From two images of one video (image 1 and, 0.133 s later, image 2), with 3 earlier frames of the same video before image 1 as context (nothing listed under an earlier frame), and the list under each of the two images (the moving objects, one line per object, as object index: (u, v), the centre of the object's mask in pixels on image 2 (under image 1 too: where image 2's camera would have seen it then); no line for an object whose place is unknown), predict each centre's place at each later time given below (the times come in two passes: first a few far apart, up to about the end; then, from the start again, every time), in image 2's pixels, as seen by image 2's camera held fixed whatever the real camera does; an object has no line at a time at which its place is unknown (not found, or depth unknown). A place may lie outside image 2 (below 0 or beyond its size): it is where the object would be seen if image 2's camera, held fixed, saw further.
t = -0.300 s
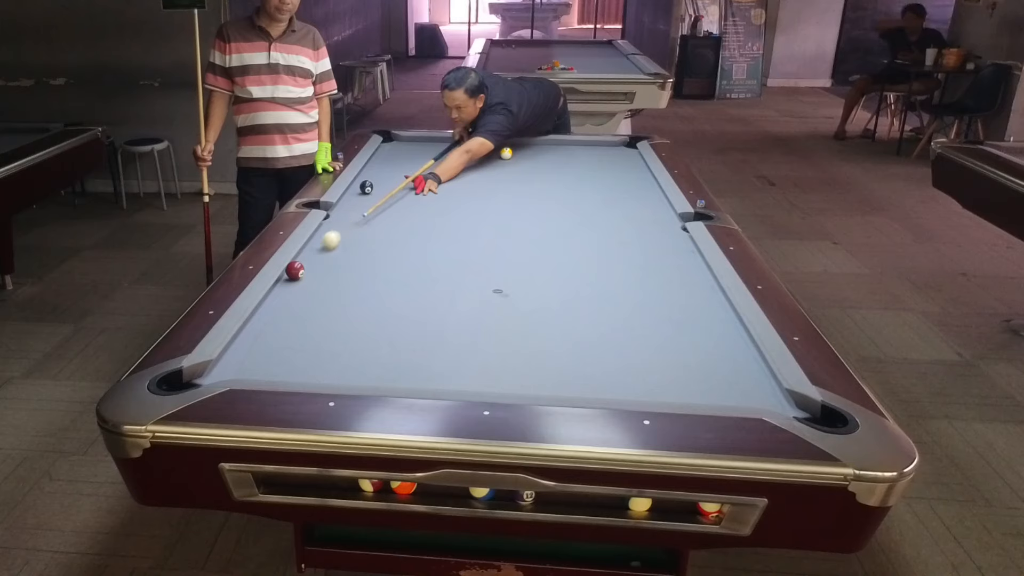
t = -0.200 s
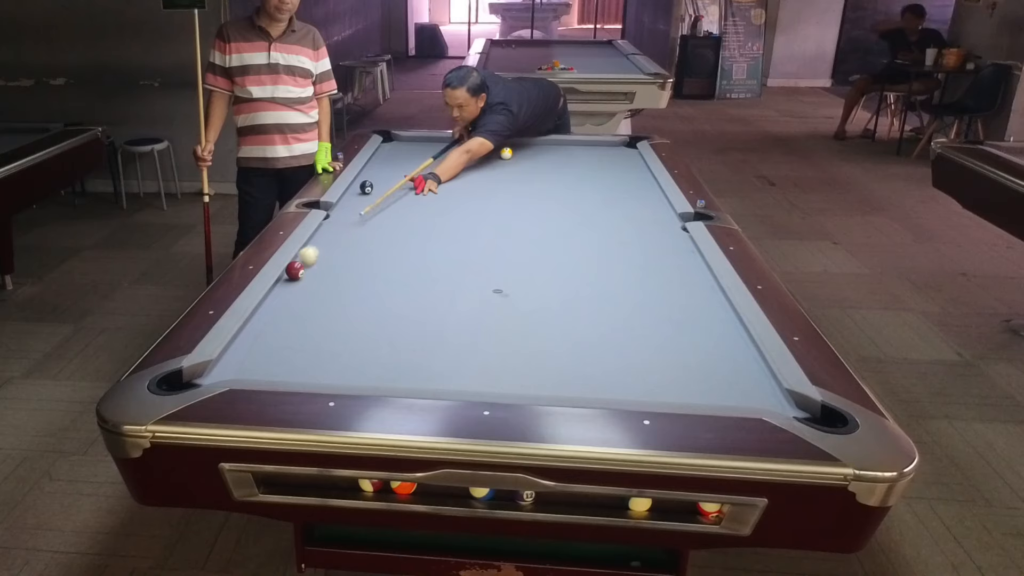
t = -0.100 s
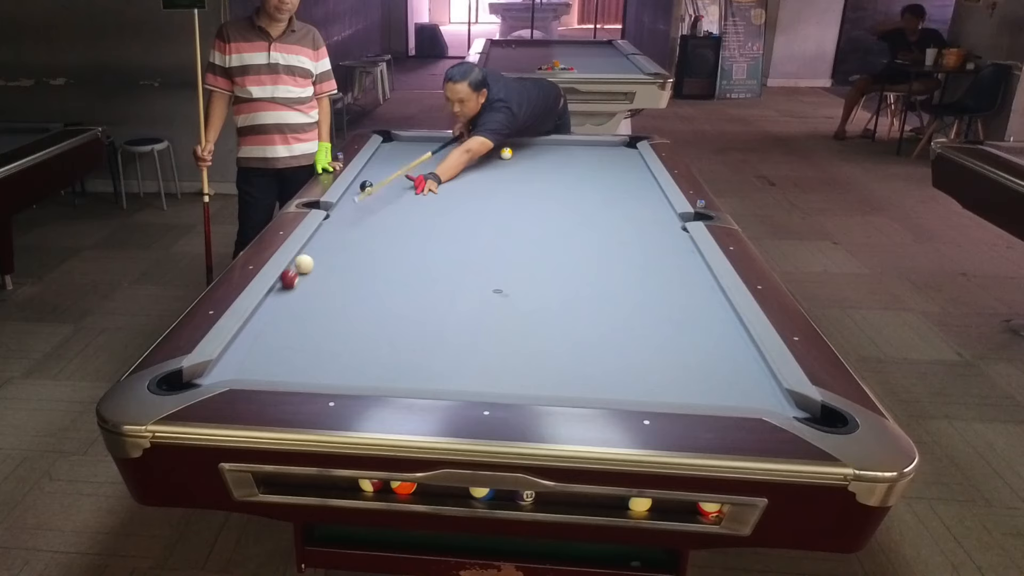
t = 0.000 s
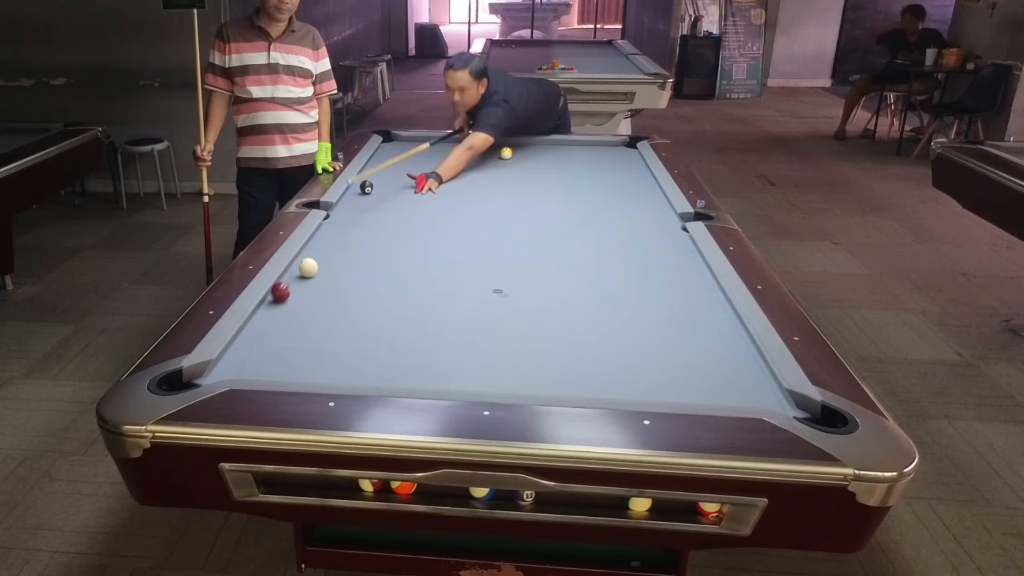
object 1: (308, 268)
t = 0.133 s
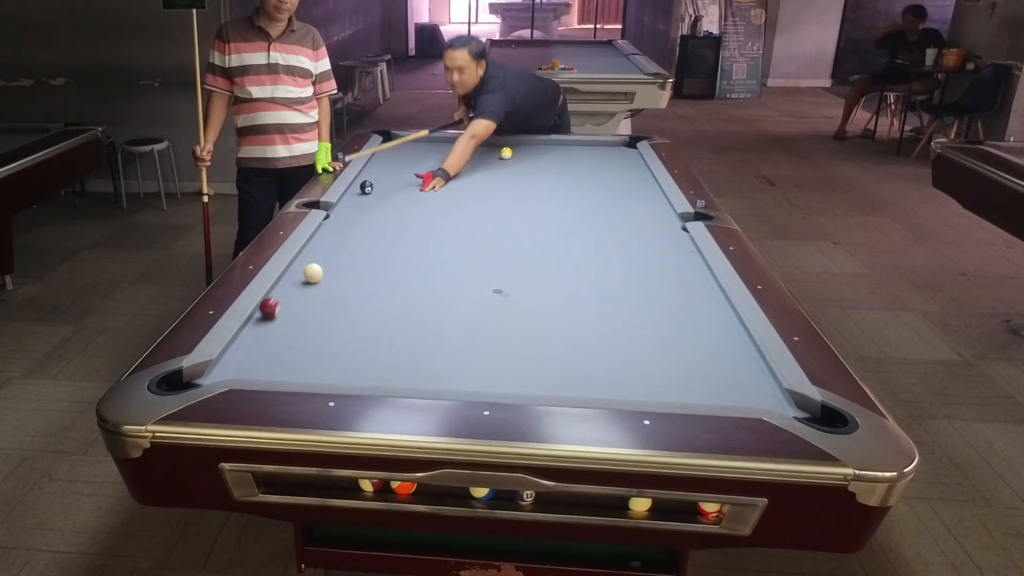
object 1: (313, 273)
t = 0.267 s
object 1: (318, 279)
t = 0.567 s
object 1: (329, 291)
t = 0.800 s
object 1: (337, 300)
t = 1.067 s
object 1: (348, 310)
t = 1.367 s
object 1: (359, 321)
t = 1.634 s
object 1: (369, 330)
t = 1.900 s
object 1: (378, 338)
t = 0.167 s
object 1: (314, 275)
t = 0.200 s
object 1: (315, 276)
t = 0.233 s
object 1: (316, 277)
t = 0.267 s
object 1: (318, 279)
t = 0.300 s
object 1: (319, 280)
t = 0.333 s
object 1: (320, 281)
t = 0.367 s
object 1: (321, 283)
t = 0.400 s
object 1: (323, 284)
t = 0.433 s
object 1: (324, 286)
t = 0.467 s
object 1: (325, 287)
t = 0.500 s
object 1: (326, 288)
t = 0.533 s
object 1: (328, 290)
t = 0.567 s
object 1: (329, 291)
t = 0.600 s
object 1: (330, 292)
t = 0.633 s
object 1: (331, 294)
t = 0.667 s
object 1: (333, 295)
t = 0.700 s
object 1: (334, 296)
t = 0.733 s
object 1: (335, 298)
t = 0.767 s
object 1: (336, 299)
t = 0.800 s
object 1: (337, 300)
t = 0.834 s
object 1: (339, 302)
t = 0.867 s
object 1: (340, 303)
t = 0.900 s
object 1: (341, 304)
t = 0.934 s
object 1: (343, 305)
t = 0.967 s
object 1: (344, 307)
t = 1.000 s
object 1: (345, 308)
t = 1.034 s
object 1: (346, 309)
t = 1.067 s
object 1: (348, 310)
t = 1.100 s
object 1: (349, 312)
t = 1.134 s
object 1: (350, 313)
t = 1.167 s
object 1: (352, 314)
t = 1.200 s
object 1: (353, 315)
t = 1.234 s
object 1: (354, 317)
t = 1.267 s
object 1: (356, 318)
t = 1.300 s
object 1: (357, 319)
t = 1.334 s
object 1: (358, 320)
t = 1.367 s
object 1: (359, 321)
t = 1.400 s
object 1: (360, 322)
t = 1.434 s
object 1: (362, 323)
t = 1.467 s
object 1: (363, 325)
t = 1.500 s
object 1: (364, 326)
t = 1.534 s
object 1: (365, 327)
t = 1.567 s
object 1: (367, 328)
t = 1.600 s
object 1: (368, 329)
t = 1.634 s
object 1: (369, 330)
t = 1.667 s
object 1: (370, 331)
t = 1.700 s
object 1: (371, 332)
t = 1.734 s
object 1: (372, 333)
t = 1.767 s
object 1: (373, 334)
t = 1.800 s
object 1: (375, 335)
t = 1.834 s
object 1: (376, 336)
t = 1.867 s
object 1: (377, 337)
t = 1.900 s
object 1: (378, 338)
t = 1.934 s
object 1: (379, 339)
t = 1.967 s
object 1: (380, 340)
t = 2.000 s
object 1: (381, 340)
